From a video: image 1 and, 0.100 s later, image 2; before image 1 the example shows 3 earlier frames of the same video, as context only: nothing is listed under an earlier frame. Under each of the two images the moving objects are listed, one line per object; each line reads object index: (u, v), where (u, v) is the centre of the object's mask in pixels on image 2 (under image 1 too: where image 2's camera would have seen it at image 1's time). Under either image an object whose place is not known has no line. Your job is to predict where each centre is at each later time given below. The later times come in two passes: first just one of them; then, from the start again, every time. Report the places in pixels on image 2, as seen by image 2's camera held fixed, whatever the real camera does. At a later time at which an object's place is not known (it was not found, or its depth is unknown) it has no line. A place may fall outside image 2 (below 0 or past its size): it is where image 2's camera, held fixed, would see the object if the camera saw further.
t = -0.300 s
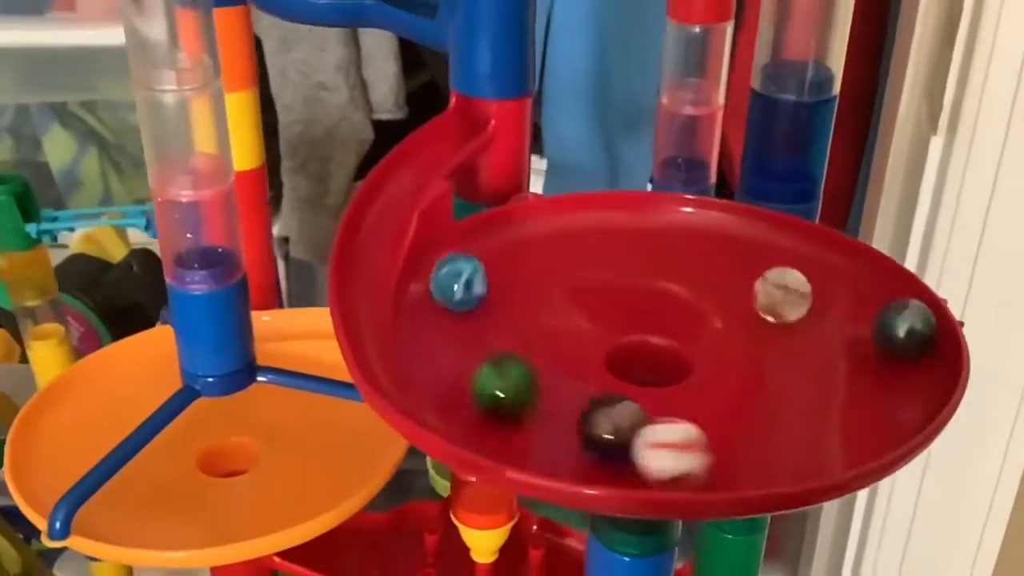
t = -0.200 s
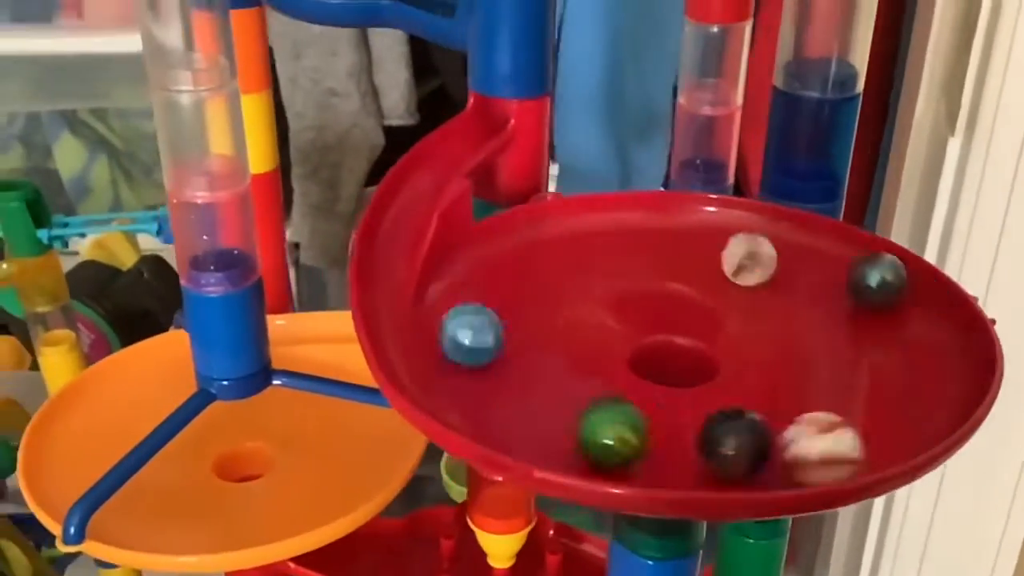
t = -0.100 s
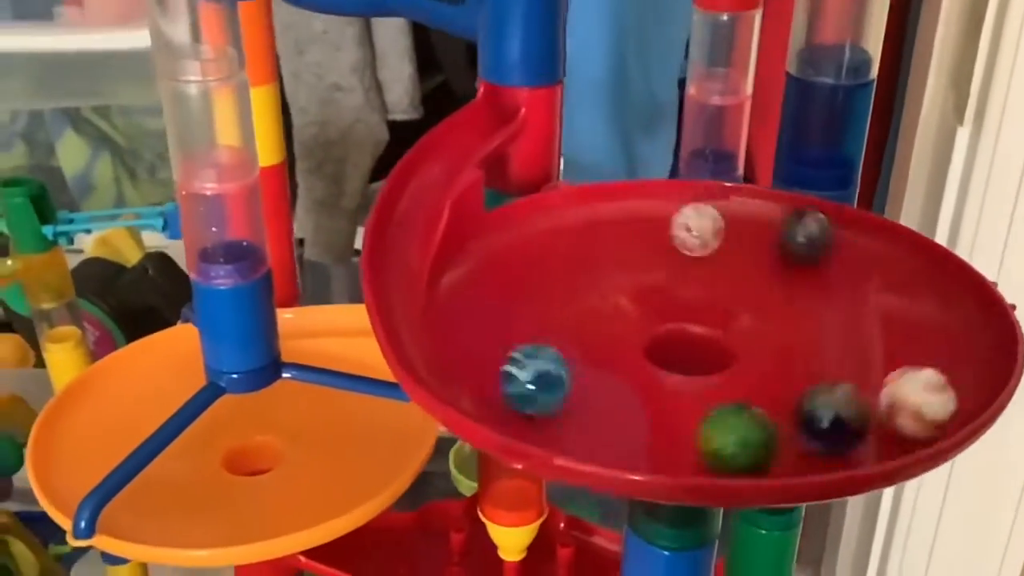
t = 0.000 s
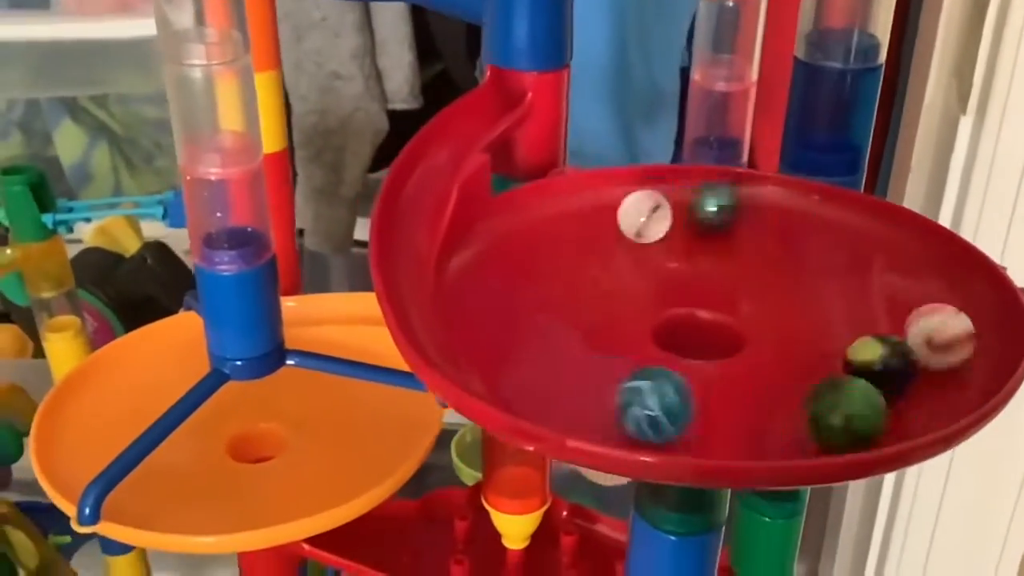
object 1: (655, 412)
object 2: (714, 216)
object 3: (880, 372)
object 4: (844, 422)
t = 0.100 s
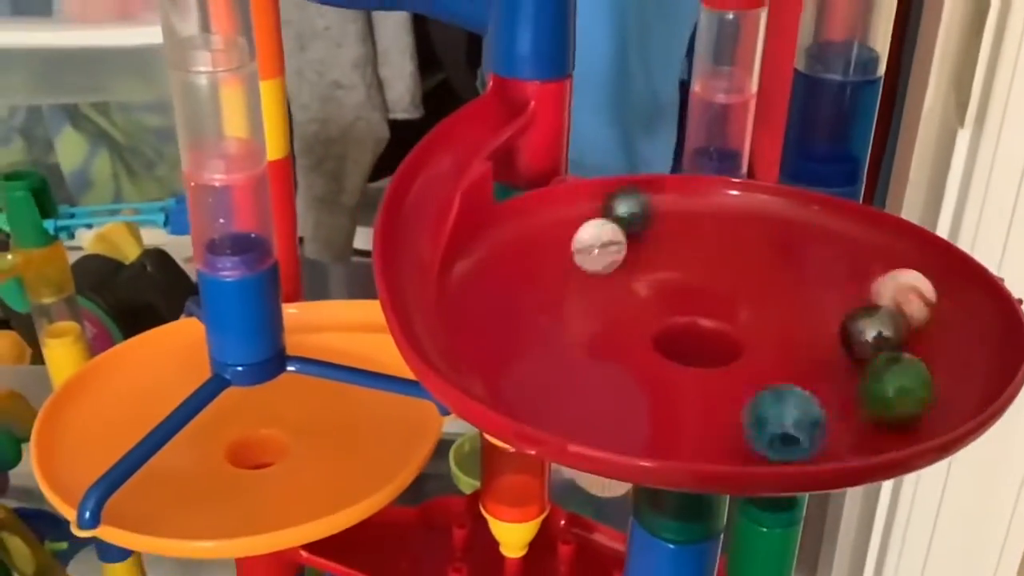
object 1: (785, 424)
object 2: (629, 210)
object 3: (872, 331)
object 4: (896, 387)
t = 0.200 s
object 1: (888, 403)
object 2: (553, 229)
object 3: (827, 292)
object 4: (905, 341)
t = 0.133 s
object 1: (824, 420)
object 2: (601, 213)
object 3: (861, 322)
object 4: (902, 371)
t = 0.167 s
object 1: (859, 413)
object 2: (575, 220)
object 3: (847, 306)
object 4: (906, 357)
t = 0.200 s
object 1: (888, 403)
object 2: (553, 229)
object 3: (827, 292)
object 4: (905, 341)
